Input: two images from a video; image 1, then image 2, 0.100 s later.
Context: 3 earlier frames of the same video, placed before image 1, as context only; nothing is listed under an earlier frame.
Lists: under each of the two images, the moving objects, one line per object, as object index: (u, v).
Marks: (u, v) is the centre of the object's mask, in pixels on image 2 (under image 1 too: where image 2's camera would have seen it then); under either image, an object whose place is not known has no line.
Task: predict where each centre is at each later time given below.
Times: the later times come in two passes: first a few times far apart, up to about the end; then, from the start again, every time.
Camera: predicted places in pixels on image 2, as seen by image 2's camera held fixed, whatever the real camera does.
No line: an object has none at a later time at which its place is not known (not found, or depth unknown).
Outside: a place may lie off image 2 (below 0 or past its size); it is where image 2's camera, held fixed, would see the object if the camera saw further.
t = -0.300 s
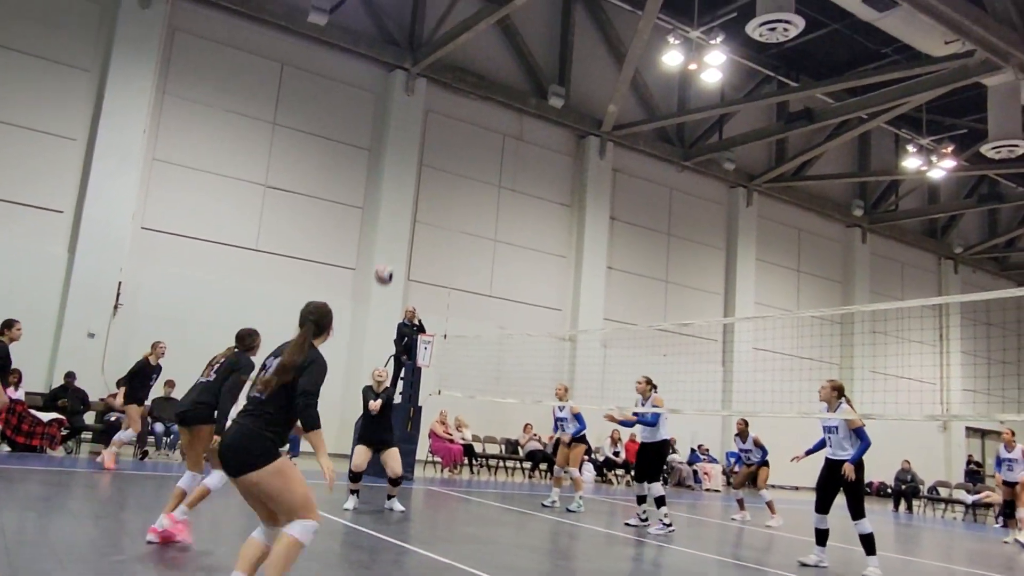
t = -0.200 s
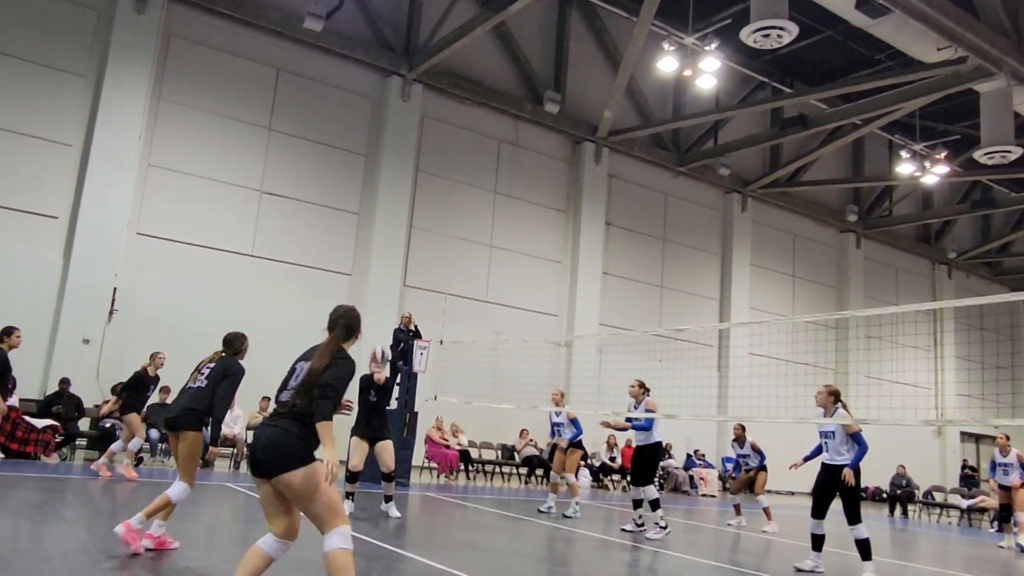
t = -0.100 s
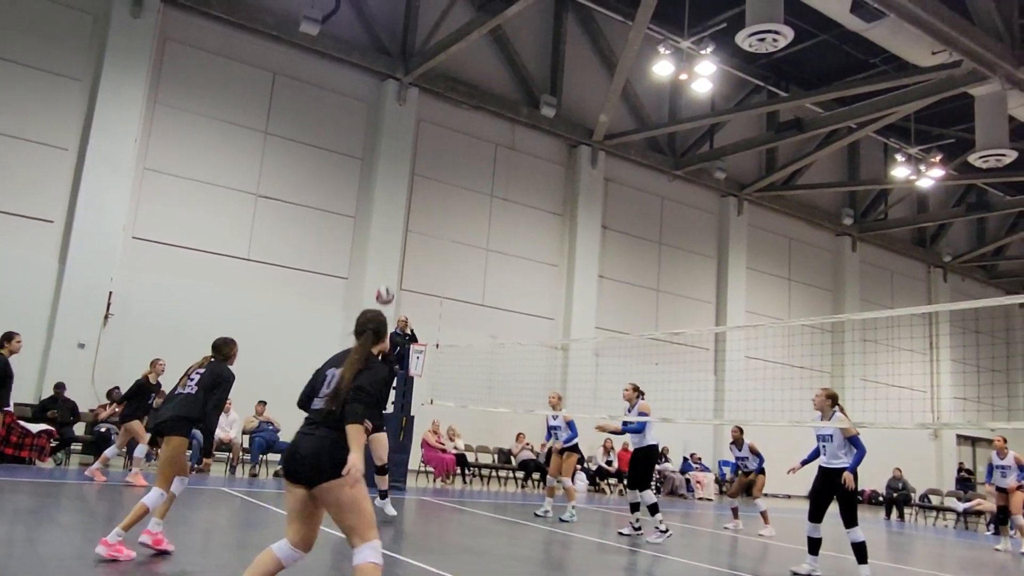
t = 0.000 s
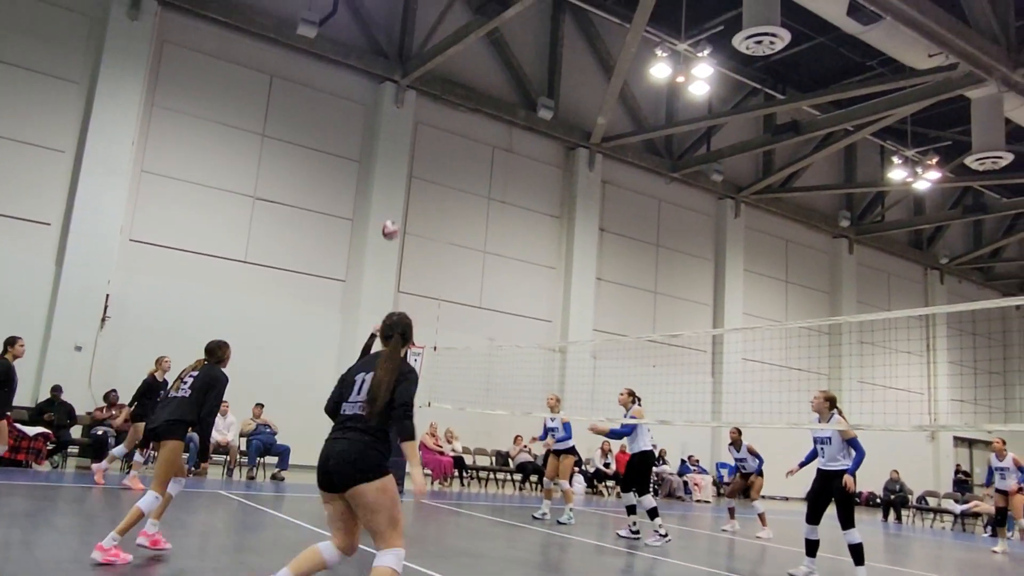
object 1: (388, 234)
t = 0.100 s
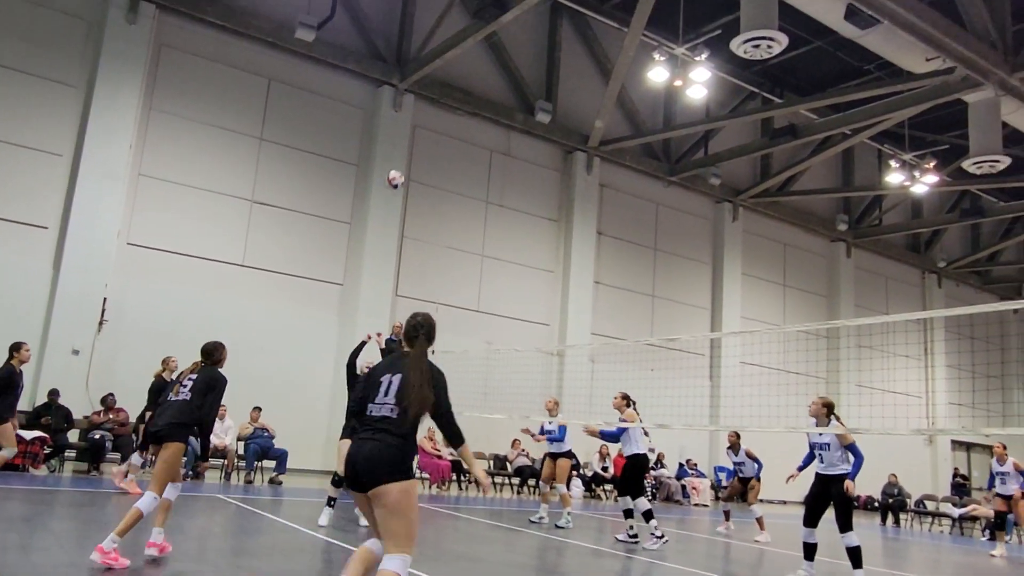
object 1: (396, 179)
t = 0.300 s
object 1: (403, 105)
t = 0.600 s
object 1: (407, 63)
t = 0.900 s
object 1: (404, 87)
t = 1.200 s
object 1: (394, 168)
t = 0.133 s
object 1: (397, 164)
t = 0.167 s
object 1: (399, 149)
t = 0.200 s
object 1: (400, 137)
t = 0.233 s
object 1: (401, 125)
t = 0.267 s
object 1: (402, 114)
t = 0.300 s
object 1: (403, 105)
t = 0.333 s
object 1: (403, 96)
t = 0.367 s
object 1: (404, 90)
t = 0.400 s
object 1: (405, 83)
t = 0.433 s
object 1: (405, 77)
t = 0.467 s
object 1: (406, 73)
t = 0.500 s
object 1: (406, 69)
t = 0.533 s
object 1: (406, 66)
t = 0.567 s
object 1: (406, 64)
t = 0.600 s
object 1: (407, 63)
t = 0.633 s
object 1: (407, 62)
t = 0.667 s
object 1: (407, 63)
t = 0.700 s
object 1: (406, 64)
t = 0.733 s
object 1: (406, 66)
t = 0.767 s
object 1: (406, 68)
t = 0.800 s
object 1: (405, 72)
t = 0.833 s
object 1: (405, 76)
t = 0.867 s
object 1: (404, 81)
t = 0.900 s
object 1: (404, 87)
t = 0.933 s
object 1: (403, 93)
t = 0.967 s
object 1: (403, 100)
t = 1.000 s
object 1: (402, 107)
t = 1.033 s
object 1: (401, 115)
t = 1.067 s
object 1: (400, 125)
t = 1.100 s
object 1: (398, 134)
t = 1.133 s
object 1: (397, 144)
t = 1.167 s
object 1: (396, 155)
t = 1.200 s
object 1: (394, 168)
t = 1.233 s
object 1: (393, 180)
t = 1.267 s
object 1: (392, 194)
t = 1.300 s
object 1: (390, 207)
